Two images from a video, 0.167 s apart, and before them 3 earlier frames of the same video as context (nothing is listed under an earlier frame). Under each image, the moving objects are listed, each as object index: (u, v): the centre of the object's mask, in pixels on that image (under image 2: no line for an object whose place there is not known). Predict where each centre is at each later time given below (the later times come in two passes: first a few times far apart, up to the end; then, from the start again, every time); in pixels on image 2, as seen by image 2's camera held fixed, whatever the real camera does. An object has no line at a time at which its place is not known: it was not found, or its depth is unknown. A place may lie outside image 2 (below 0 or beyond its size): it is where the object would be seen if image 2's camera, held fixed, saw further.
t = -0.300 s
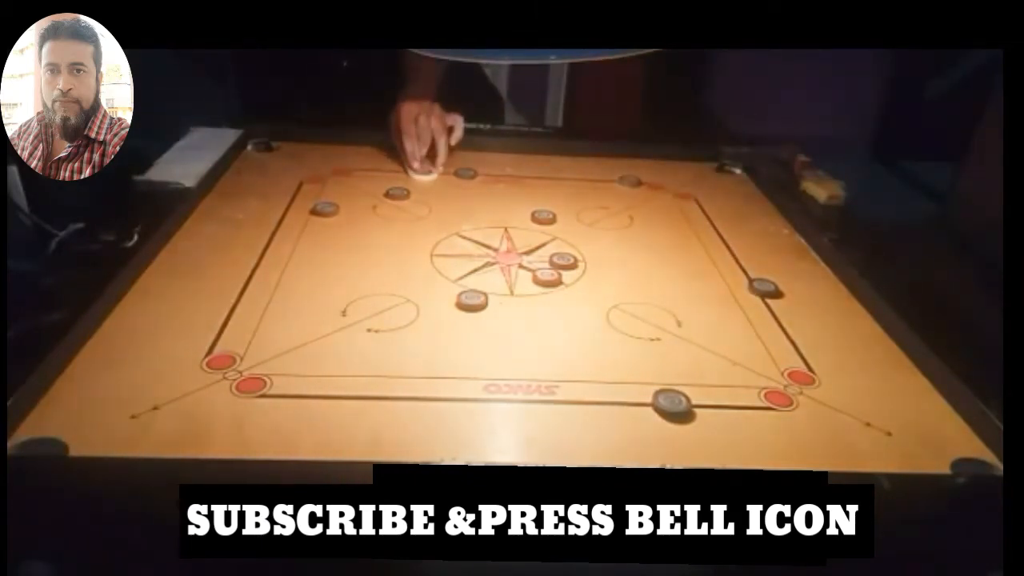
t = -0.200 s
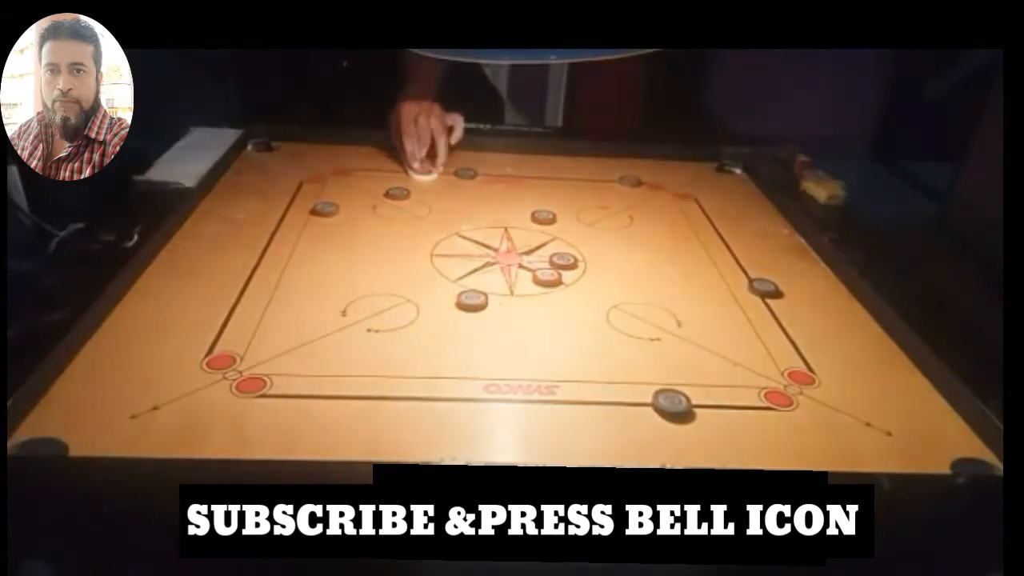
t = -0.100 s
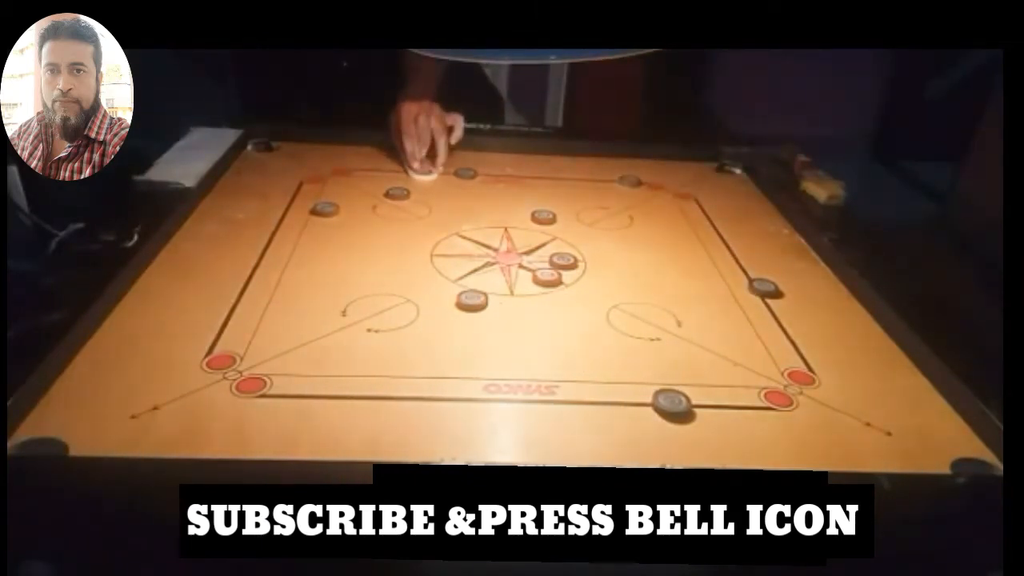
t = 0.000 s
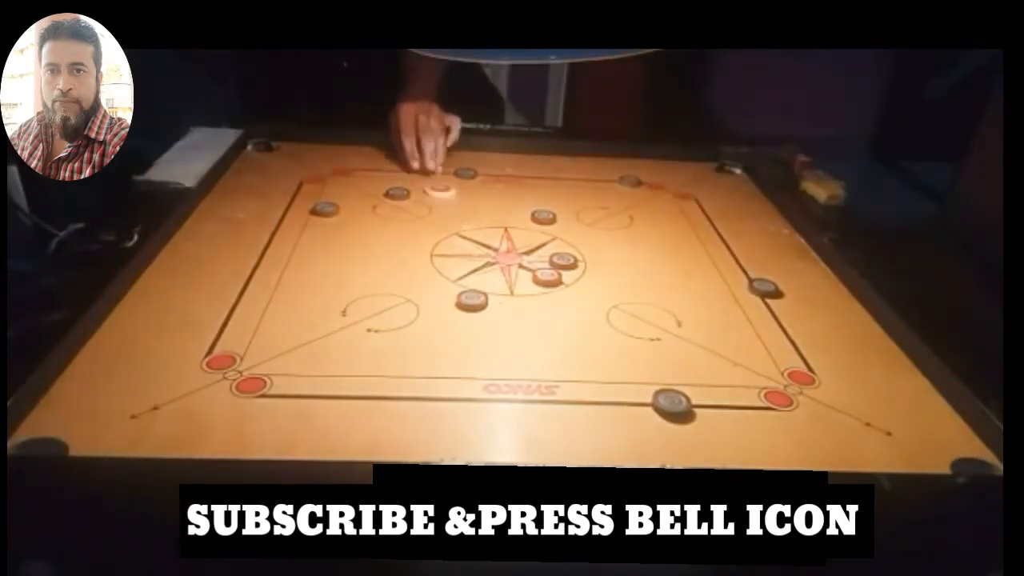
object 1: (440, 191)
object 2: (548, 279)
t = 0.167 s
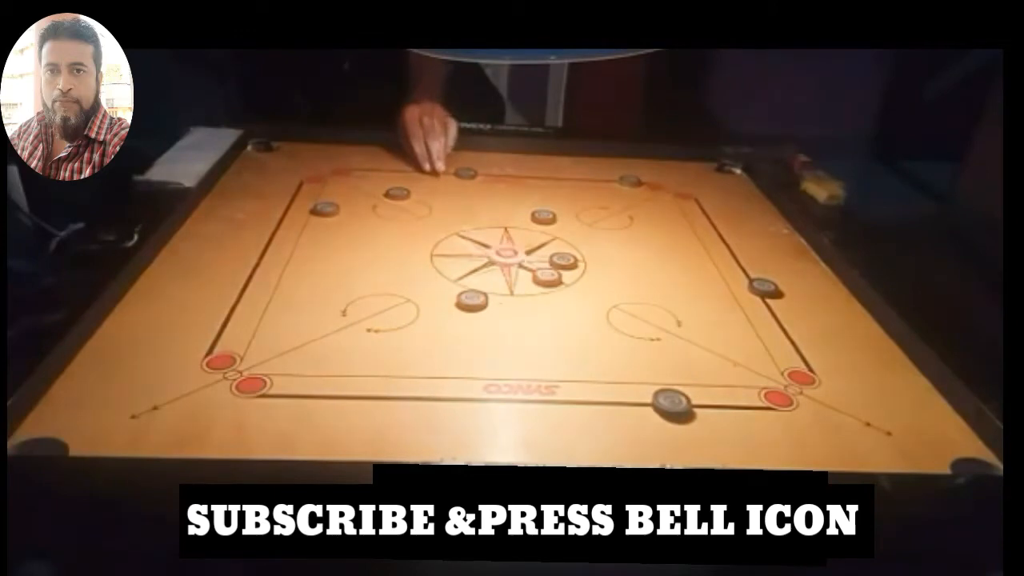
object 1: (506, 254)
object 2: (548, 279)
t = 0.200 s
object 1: (517, 270)
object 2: (554, 280)
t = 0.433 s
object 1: (540, 335)
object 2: (765, 371)
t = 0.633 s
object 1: (551, 372)
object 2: (922, 442)
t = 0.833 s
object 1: (554, 384)
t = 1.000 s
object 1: (554, 384)
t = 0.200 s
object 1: (517, 270)
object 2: (554, 280)
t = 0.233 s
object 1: (522, 280)
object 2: (585, 293)
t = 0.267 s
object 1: (525, 290)
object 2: (615, 306)
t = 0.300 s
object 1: (528, 300)
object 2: (646, 319)
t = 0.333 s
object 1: (532, 309)
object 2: (676, 332)
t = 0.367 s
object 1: (535, 318)
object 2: (707, 346)
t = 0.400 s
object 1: (538, 327)
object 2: (736, 358)
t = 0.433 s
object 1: (540, 335)
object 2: (765, 371)
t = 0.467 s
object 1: (543, 343)
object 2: (794, 383)
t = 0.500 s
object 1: (545, 350)
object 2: (823, 398)
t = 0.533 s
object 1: (547, 356)
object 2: (851, 410)
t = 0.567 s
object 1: (549, 362)
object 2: (876, 421)
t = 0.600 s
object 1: (550, 368)
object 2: (900, 432)
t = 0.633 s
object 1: (551, 372)
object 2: (922, 442)
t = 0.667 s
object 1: (553, 376)
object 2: (939, 450)
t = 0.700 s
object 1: (553, 379)
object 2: (954, 456)
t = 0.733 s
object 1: (553, 381)
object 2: (970, 462)
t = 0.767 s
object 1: (554, 383)
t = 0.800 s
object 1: (554, 384)
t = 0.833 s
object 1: (554, 384)
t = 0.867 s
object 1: (554, 384)
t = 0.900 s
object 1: (554, 384)
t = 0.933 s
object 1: (554, 384)
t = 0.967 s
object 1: (554, 384)
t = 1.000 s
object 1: (554, 384)
